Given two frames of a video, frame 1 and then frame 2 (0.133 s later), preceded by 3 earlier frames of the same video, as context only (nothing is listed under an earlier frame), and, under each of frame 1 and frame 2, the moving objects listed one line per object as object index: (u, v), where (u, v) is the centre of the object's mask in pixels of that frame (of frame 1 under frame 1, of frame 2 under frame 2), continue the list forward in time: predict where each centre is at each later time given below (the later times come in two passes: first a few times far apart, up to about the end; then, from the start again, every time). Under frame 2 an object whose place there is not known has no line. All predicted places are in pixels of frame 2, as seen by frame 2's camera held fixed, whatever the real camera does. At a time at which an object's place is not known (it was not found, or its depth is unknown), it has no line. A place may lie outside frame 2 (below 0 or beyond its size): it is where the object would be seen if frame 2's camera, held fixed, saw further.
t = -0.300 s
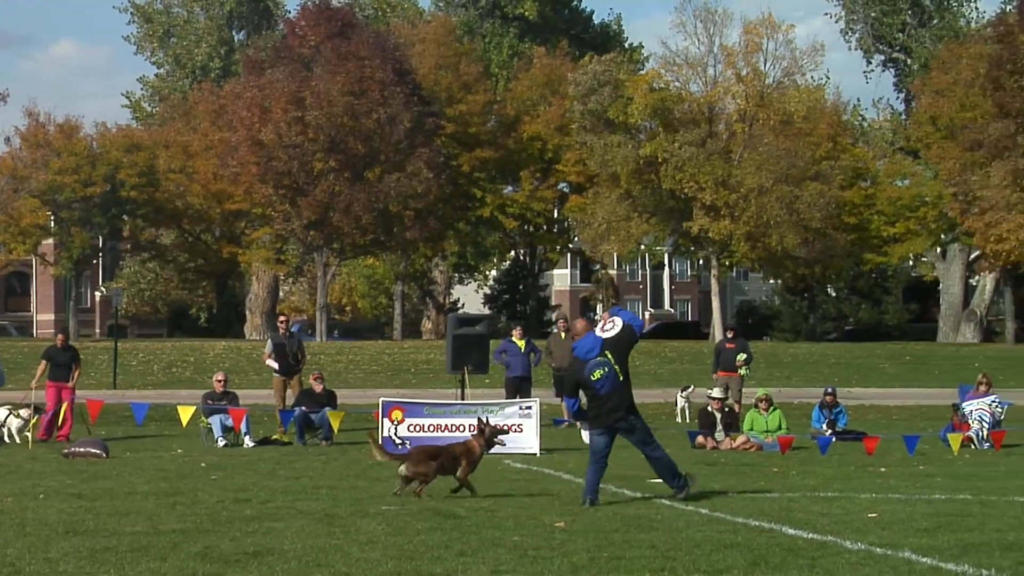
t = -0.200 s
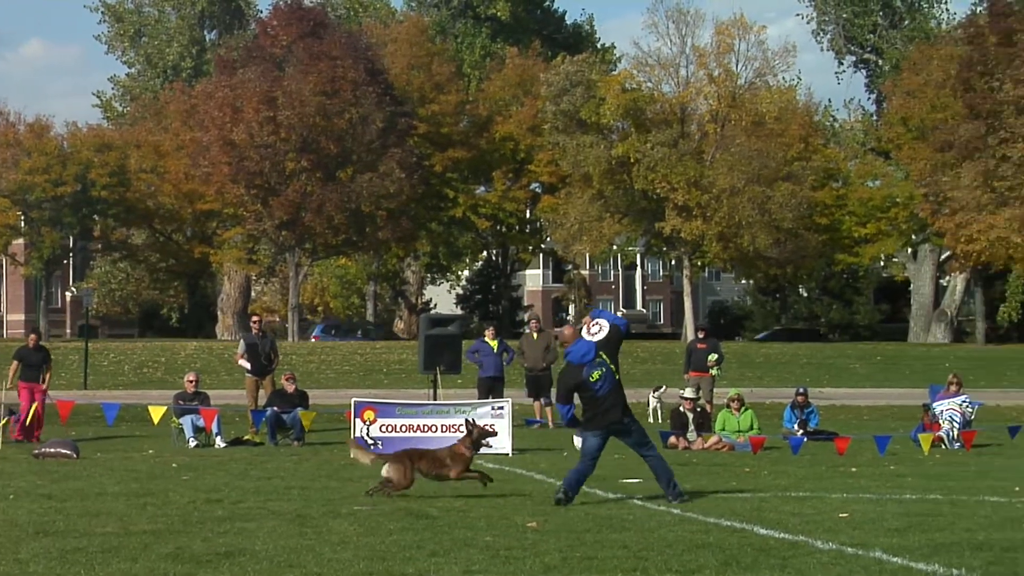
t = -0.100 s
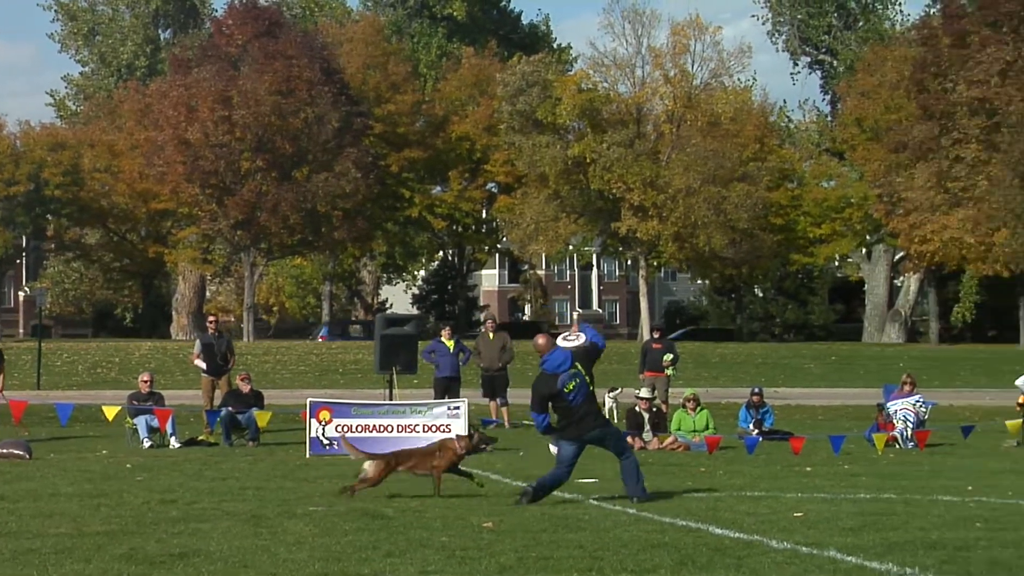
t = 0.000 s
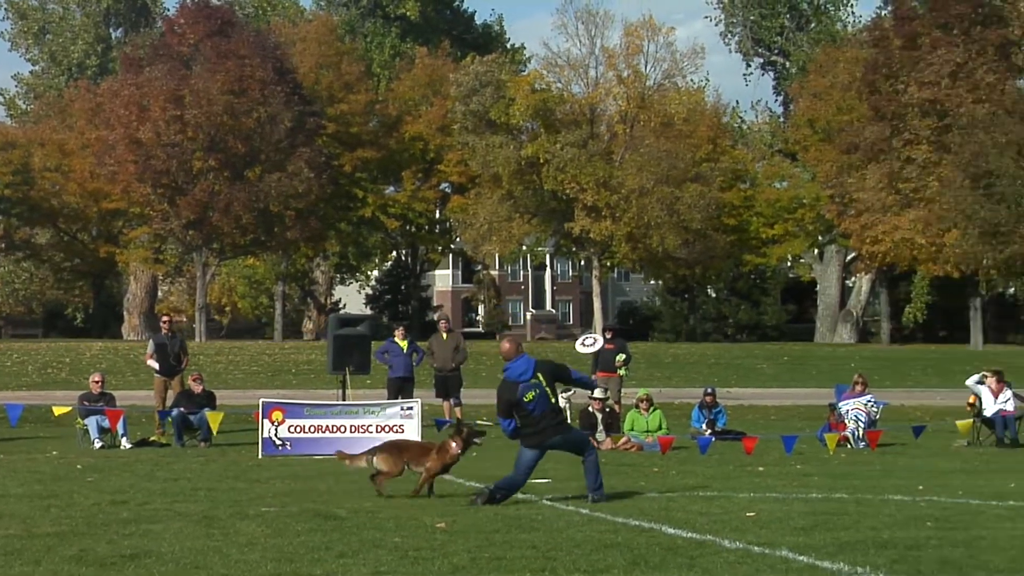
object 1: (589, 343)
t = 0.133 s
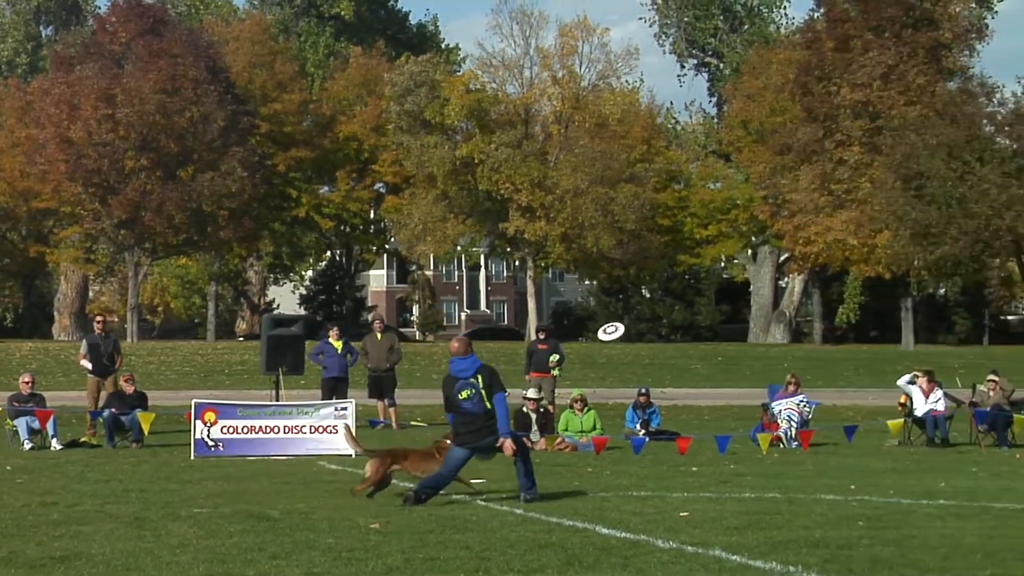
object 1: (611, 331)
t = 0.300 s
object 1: (701, 311)
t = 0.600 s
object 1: (831, 294)
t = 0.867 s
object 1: (918, 288)
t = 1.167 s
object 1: (994, 311)
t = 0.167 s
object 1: (630, 327)
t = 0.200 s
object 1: (649, 323)
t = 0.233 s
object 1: (667, 318)
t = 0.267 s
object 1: (684, 314)
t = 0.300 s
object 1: (701, 311)
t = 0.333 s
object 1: (717, 308)
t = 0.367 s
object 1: (732, 305)
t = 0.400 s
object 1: (748, 303)
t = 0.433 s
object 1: (763, 301)
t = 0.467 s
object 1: (778, 300)
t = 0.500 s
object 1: (792, 298)
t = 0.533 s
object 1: (806, 296)
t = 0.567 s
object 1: (819, 295)
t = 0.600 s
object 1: (831, 294)
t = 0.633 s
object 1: (843, 292)
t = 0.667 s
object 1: (855, 291)
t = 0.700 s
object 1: (867, 290)
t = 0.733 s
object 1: (878, 289)
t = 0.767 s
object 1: (888, 288)
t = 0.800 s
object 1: (899, 288)
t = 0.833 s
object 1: (908, 288)
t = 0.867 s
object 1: (918, 288)
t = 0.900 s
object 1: (927, 289)
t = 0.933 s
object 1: (936, 290)
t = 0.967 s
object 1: (945, 291)
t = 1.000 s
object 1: (954, 293)
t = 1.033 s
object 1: (962, 296)
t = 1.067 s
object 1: (970, 299)
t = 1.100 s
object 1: (978, 303)
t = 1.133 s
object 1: (986, 307)
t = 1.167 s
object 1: (994, 311)
